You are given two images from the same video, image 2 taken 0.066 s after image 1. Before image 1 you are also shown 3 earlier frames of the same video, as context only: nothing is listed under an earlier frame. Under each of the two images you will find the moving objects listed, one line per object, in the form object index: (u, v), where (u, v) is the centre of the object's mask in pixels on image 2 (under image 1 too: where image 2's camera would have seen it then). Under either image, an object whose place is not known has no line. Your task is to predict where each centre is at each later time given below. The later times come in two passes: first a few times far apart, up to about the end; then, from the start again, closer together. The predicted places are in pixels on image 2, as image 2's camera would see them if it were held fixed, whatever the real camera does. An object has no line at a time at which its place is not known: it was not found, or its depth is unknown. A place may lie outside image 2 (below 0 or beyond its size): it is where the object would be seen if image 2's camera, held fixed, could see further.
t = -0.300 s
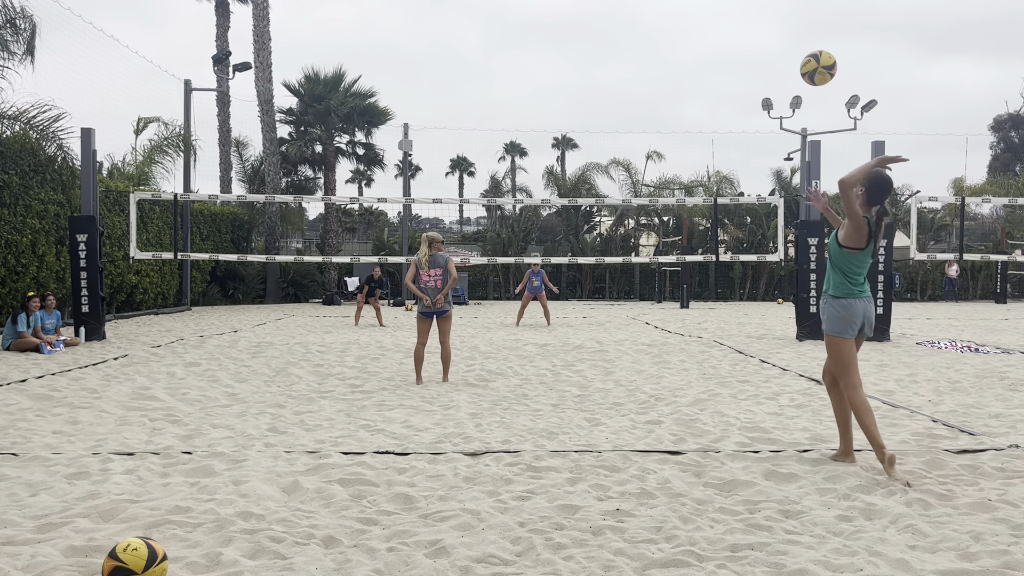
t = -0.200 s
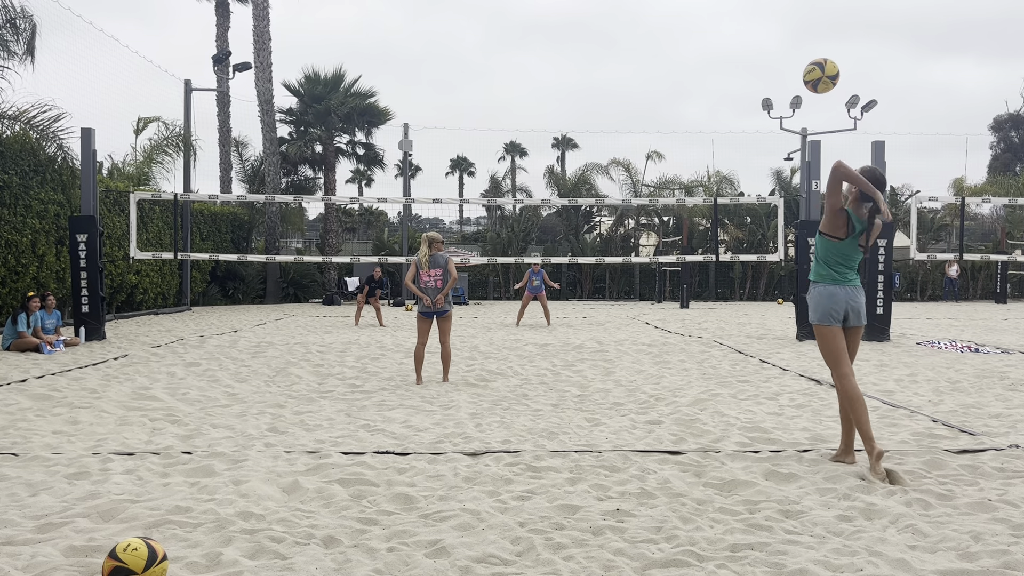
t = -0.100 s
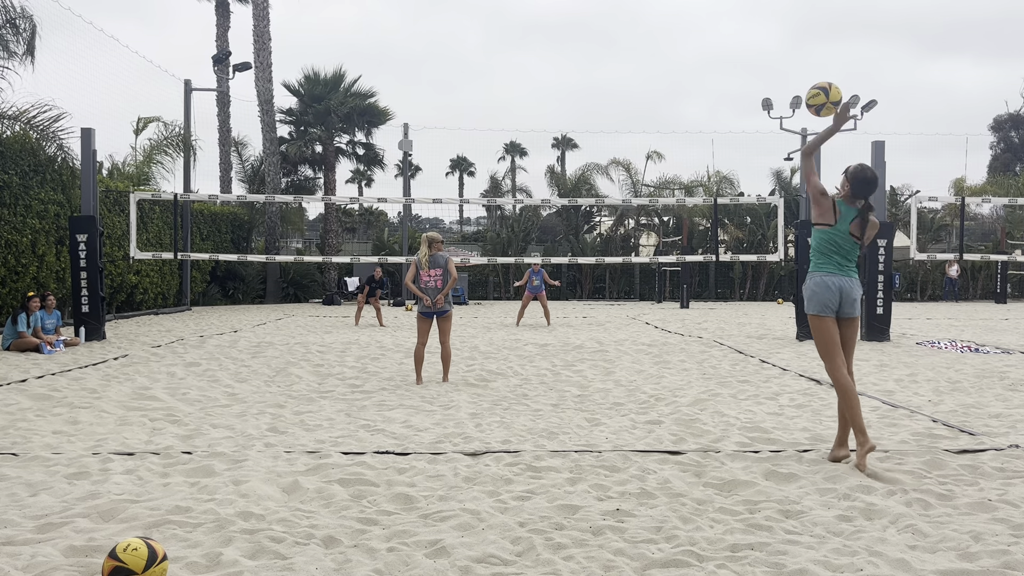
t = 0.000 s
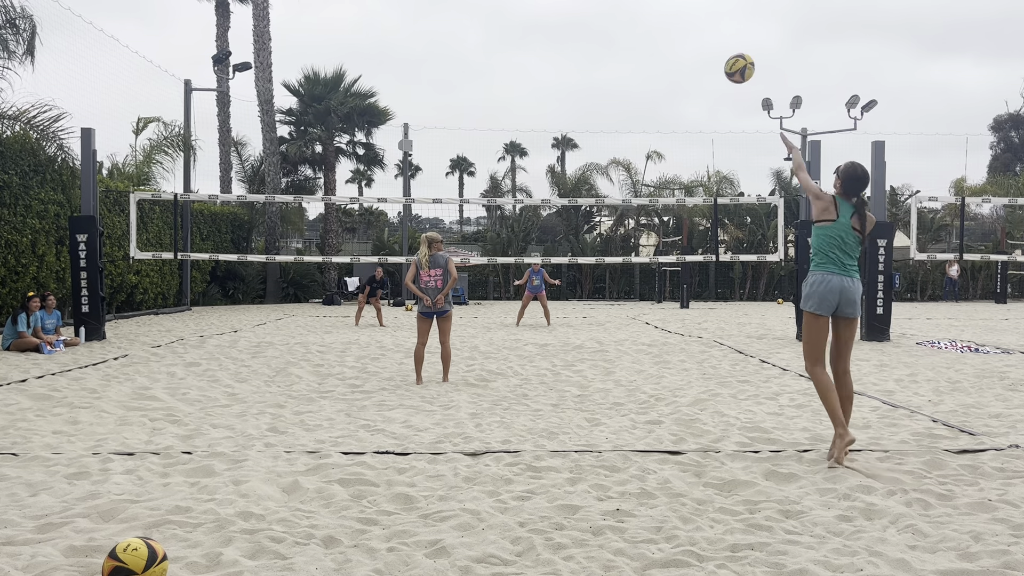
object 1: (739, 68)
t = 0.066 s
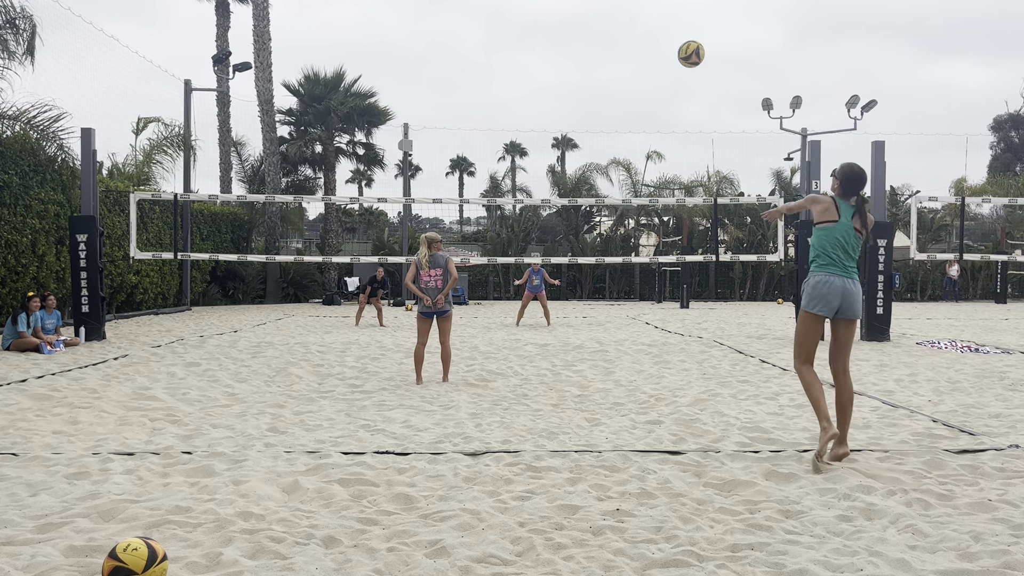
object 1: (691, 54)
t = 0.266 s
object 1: (593, 52)
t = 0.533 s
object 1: (518, 99)
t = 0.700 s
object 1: (486, 141)
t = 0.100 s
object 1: (670, 50)
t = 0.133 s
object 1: (652, 47)
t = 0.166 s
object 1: (635, 47)
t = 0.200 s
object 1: (620, 47)
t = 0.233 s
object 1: (606, 49)
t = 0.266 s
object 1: (593, 52)
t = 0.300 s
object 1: (581, 55)
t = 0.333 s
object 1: (570, 60)
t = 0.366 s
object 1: (560, 65)
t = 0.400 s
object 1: (550, 71)
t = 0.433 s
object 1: (542, 77)
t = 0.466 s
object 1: (533, 84)
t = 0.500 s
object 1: (526, 92)
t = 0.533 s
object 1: (518, 99)
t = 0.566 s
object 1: (511, 107)
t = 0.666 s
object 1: (492, 132)
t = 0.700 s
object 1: (486, 141)
